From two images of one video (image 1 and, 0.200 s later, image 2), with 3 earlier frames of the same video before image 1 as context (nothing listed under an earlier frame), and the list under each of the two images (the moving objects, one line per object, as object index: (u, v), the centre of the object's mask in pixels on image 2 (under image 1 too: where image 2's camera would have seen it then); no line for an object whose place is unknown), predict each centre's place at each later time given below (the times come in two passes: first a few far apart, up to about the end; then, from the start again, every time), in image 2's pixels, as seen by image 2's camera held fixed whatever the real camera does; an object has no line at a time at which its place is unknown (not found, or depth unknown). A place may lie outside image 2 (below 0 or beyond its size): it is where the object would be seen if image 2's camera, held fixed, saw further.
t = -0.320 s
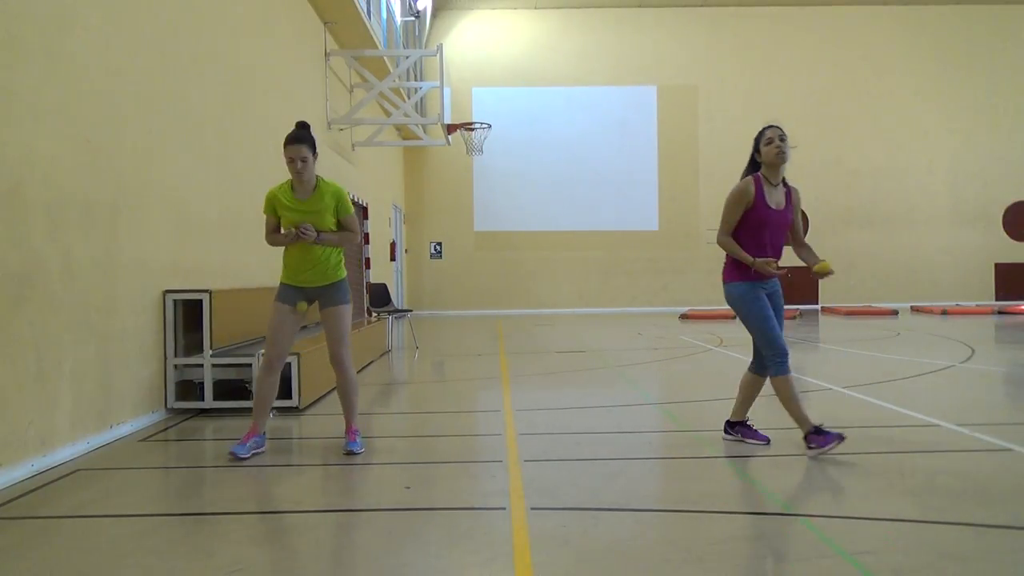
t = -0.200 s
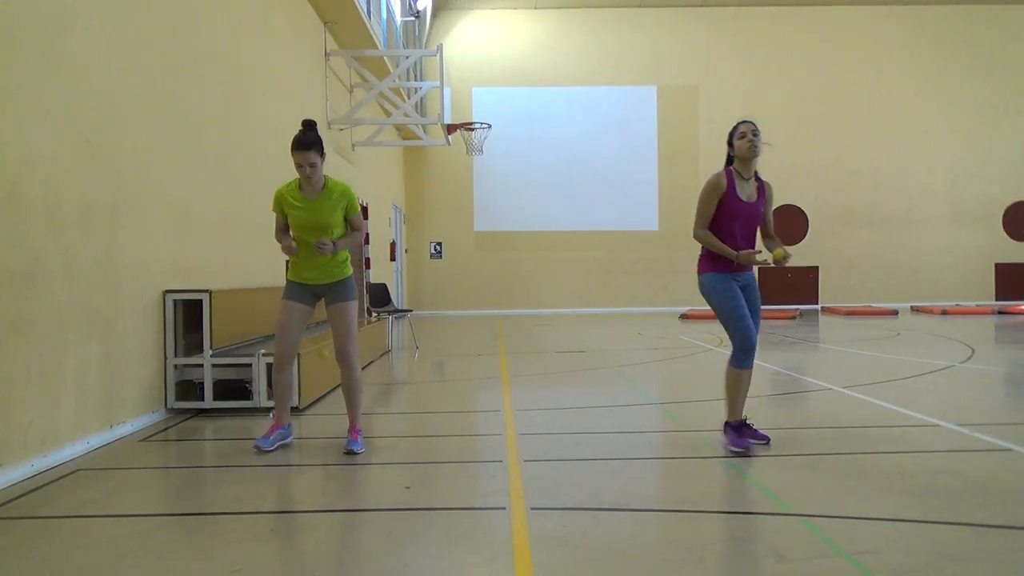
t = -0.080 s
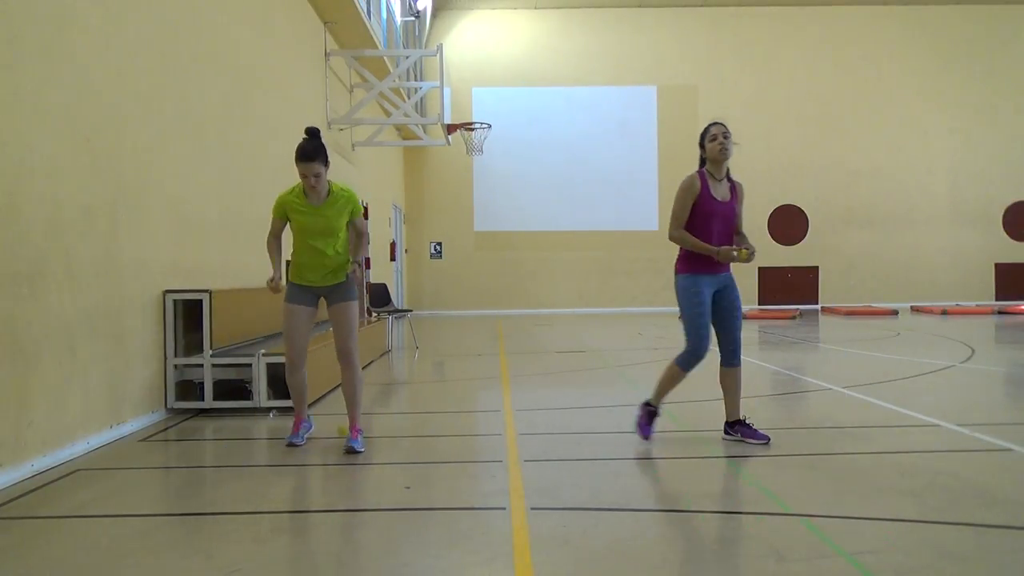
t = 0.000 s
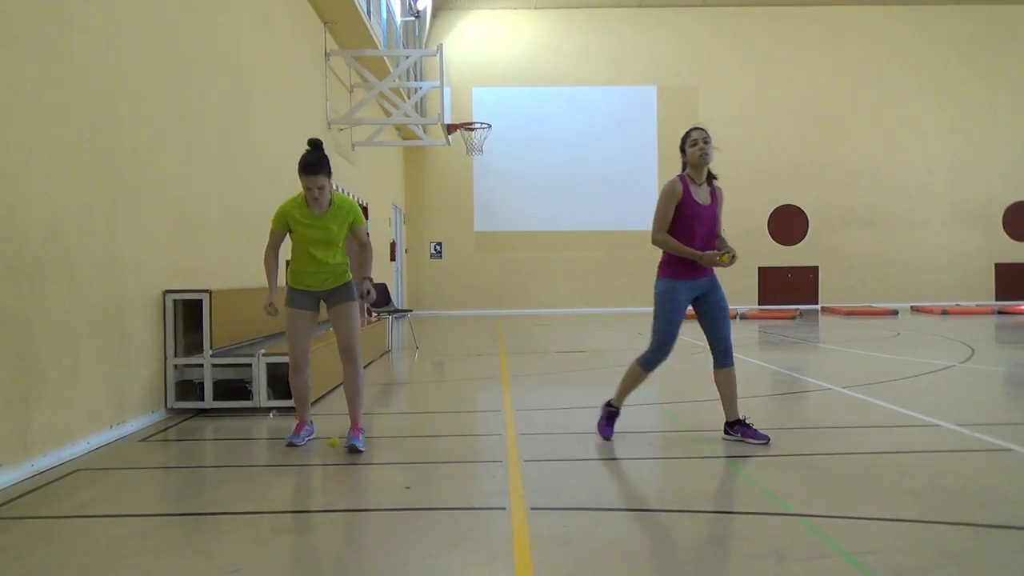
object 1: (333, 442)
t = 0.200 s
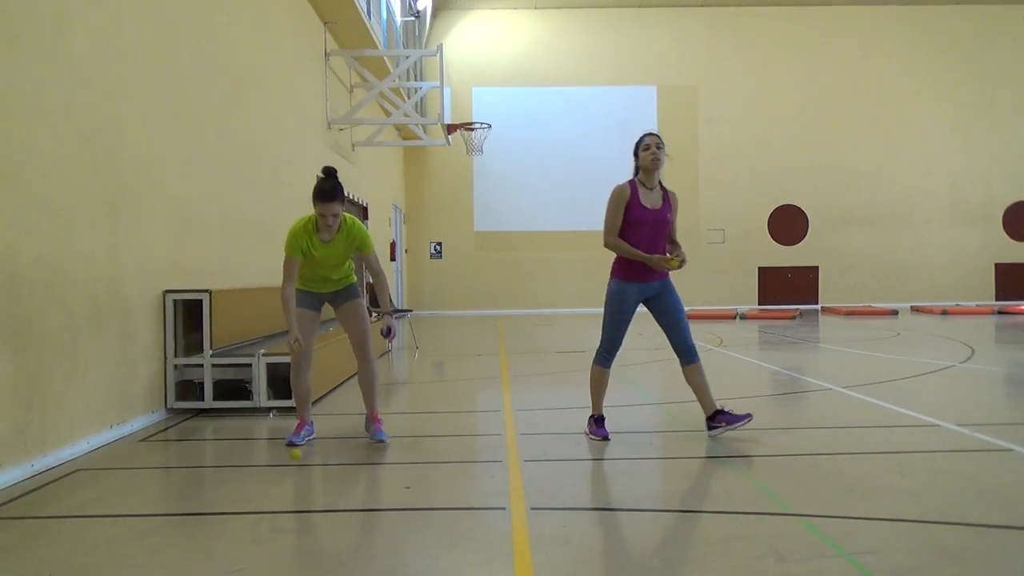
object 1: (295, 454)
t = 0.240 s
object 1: (287, 460)
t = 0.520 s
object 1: (224, 478)
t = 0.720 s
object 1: (174, 497)
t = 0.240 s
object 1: (287, 460)
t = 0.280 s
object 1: (279, 468)
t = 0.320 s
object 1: (271, 465)
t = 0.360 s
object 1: (261, 466)
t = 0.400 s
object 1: (253, 470)
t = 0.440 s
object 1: (244, 479)
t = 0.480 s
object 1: (234, 476)
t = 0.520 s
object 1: (224, 478)
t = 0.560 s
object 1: (215, 485)
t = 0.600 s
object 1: (206, 488)
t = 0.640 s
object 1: (196, 488)
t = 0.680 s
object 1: (185, 493)
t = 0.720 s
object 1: (174, 497)
